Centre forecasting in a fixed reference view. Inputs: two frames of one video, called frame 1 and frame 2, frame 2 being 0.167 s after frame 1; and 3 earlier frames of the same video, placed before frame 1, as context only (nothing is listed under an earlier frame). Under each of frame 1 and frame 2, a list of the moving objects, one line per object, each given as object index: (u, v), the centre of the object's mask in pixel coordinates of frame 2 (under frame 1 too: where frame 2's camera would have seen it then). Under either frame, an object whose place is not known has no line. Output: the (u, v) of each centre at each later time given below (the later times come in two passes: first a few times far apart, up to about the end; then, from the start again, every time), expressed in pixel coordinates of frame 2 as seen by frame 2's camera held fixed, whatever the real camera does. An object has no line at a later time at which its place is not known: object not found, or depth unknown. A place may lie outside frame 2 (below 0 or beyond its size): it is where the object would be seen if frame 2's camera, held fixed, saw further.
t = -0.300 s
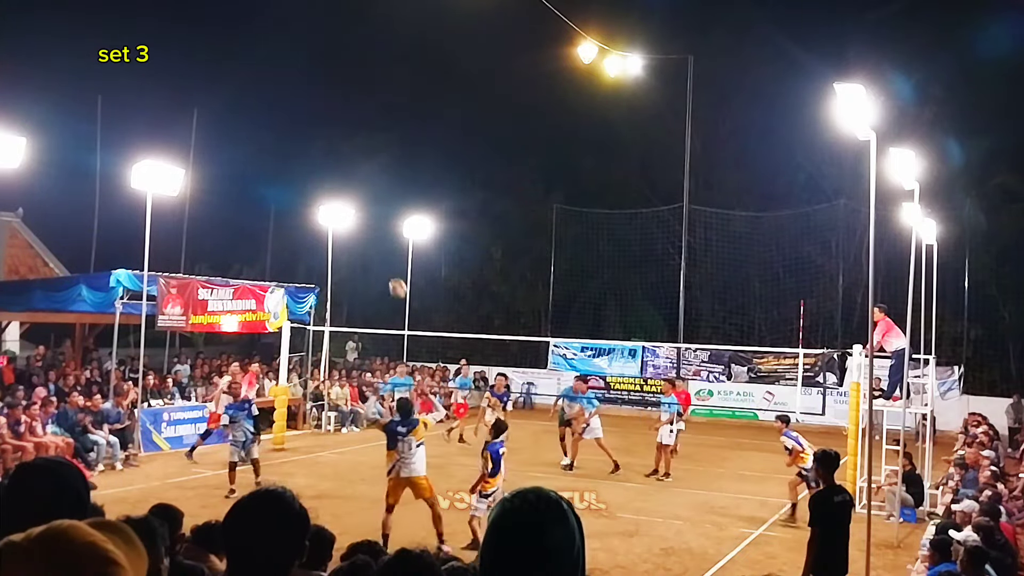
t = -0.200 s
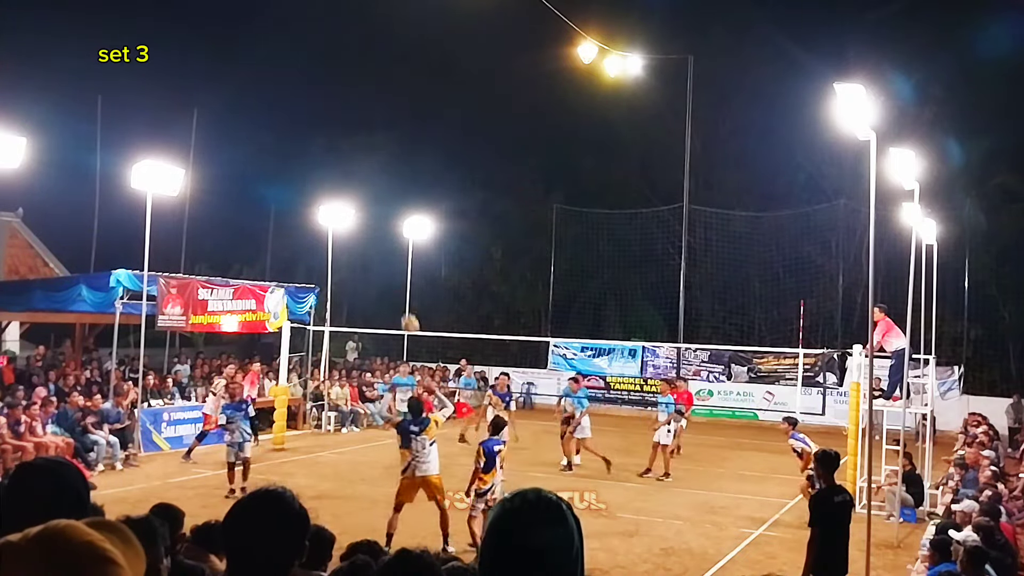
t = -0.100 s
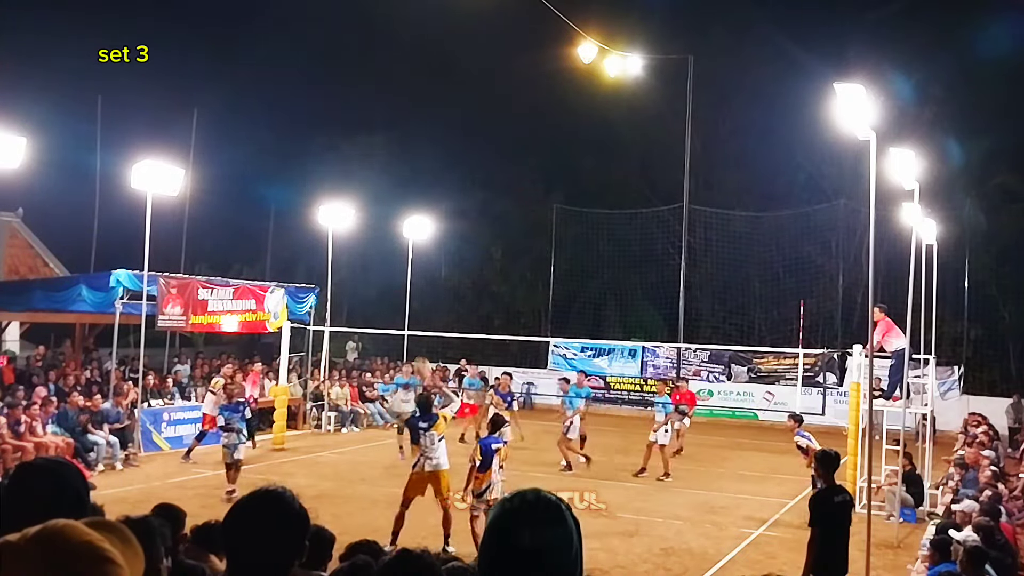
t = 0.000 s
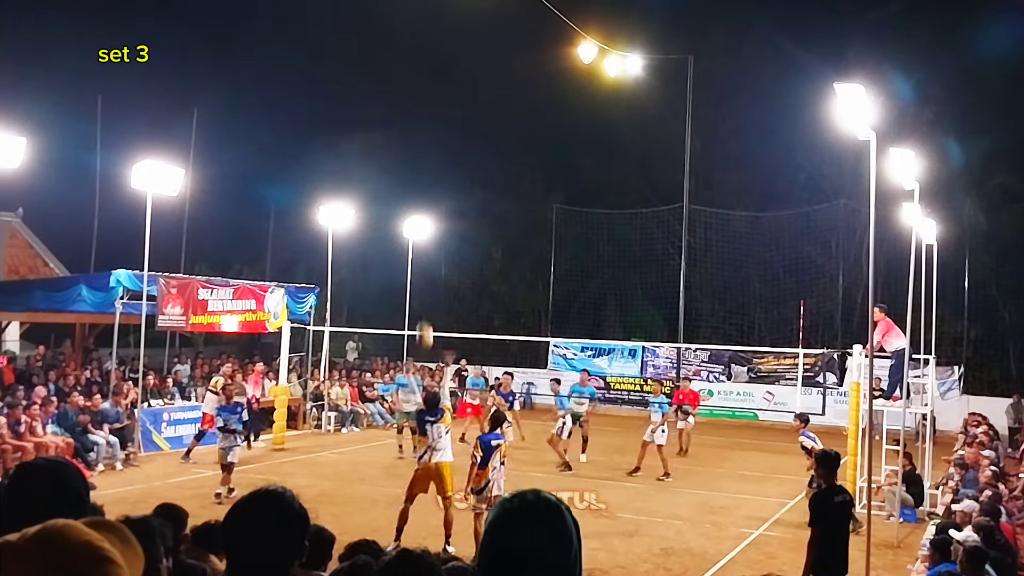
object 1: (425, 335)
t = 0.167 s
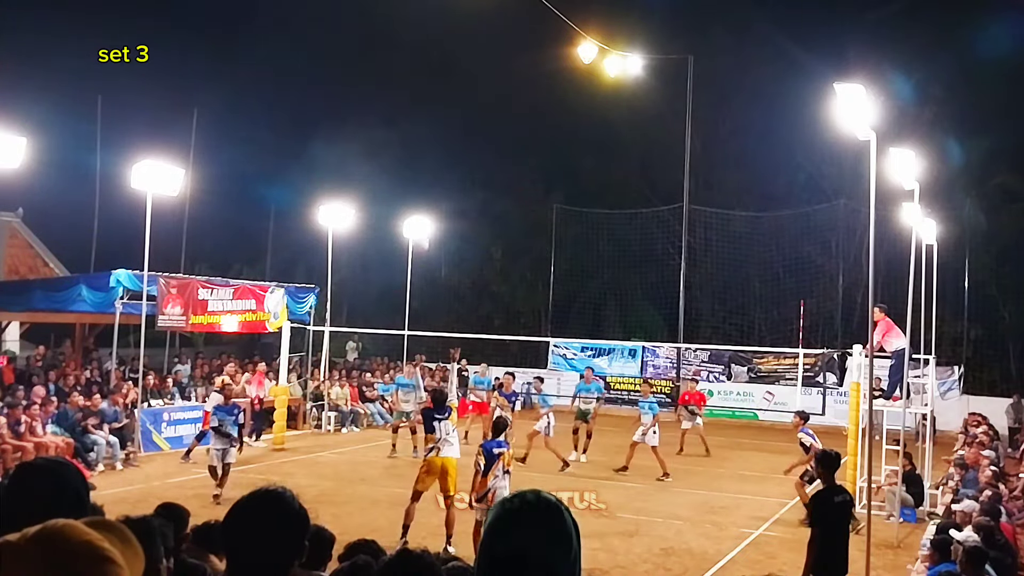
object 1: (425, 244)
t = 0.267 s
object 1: (417, 203)
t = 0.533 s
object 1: (408, 144)
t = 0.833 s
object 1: (400, 141)
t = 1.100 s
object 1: (392, 181)
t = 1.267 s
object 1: (388, 222)
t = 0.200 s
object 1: (424, 228)
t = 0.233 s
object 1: (419, 212)
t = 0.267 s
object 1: (417, 203)
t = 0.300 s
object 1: (416, 192)
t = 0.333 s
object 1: (415, 182)
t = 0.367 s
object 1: (414, 174)
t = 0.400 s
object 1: (413, 166)
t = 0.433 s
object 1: (412, 160)
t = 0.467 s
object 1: (411, 154)
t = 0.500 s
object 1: (409, 149)
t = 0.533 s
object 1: (408, 144)
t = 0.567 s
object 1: (407, 141)
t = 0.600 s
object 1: (406, 139)
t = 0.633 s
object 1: (406, 137)
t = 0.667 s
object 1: (405, 136)
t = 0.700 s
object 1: (404, 136)
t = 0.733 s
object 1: (403, 136)
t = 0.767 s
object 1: (402, 137)
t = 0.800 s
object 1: (401, 139)
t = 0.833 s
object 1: (400, 141)
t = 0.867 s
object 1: (399, 144)
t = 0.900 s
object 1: (398, 148)
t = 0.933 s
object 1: (397, 152)
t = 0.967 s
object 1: (396, 157)
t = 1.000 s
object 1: (395, 163)
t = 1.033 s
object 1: (394, 168)
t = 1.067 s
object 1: (393, 174)
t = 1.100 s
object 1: (392, 181)
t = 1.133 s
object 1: (391, 188)
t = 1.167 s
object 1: (390, 197)
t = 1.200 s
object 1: (389, 205)
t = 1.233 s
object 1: (388, 214)
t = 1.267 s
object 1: (388, 222)
